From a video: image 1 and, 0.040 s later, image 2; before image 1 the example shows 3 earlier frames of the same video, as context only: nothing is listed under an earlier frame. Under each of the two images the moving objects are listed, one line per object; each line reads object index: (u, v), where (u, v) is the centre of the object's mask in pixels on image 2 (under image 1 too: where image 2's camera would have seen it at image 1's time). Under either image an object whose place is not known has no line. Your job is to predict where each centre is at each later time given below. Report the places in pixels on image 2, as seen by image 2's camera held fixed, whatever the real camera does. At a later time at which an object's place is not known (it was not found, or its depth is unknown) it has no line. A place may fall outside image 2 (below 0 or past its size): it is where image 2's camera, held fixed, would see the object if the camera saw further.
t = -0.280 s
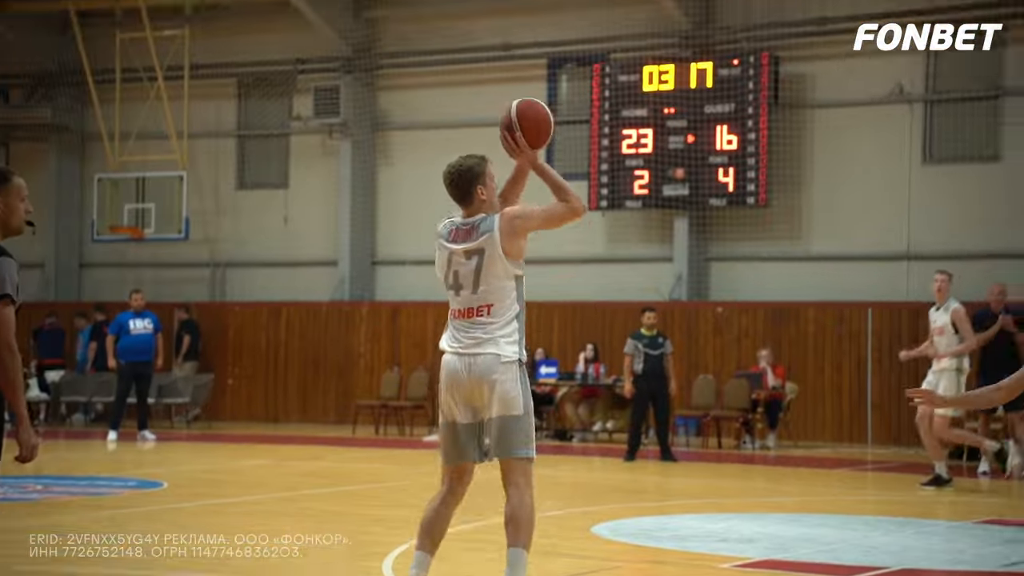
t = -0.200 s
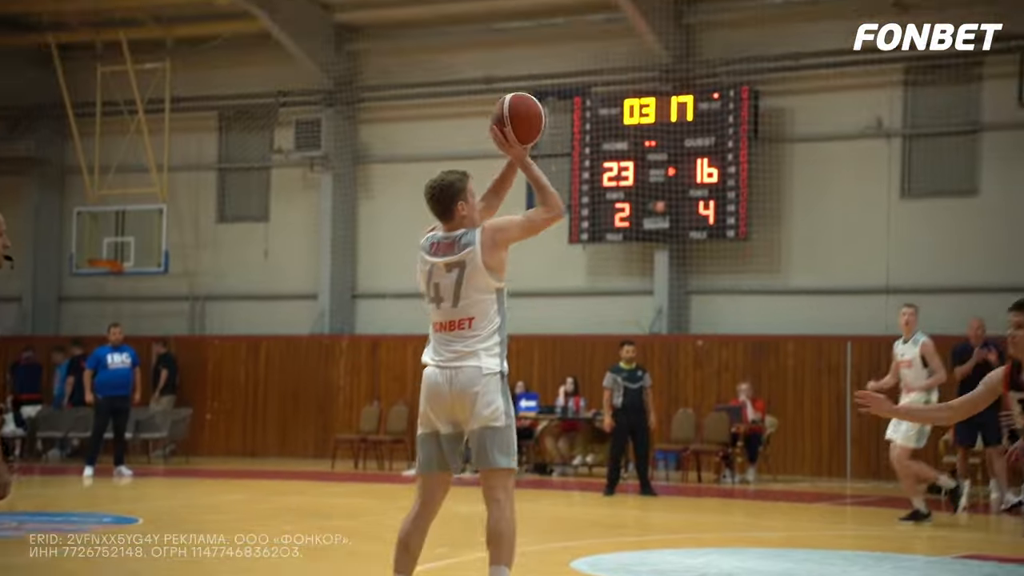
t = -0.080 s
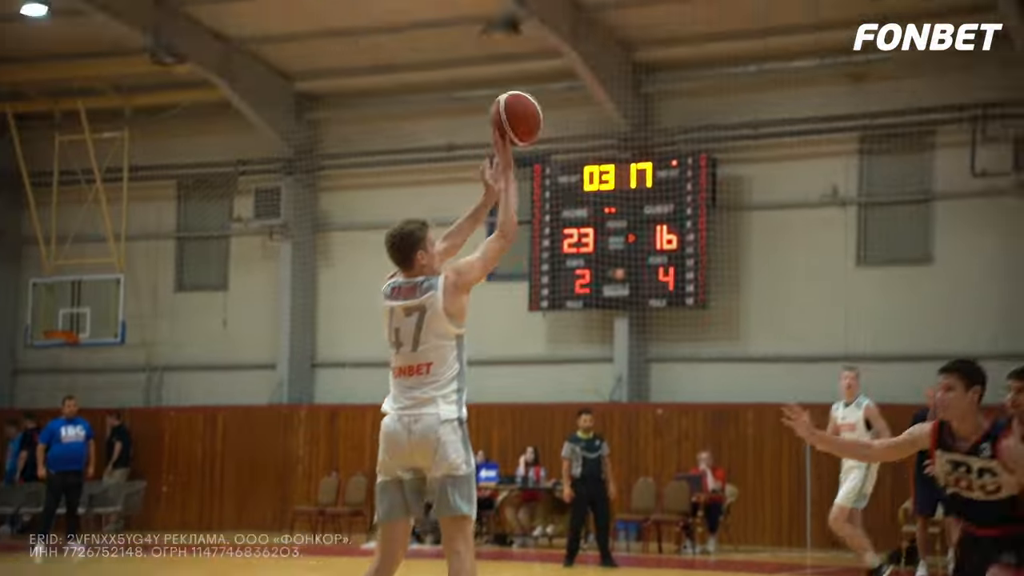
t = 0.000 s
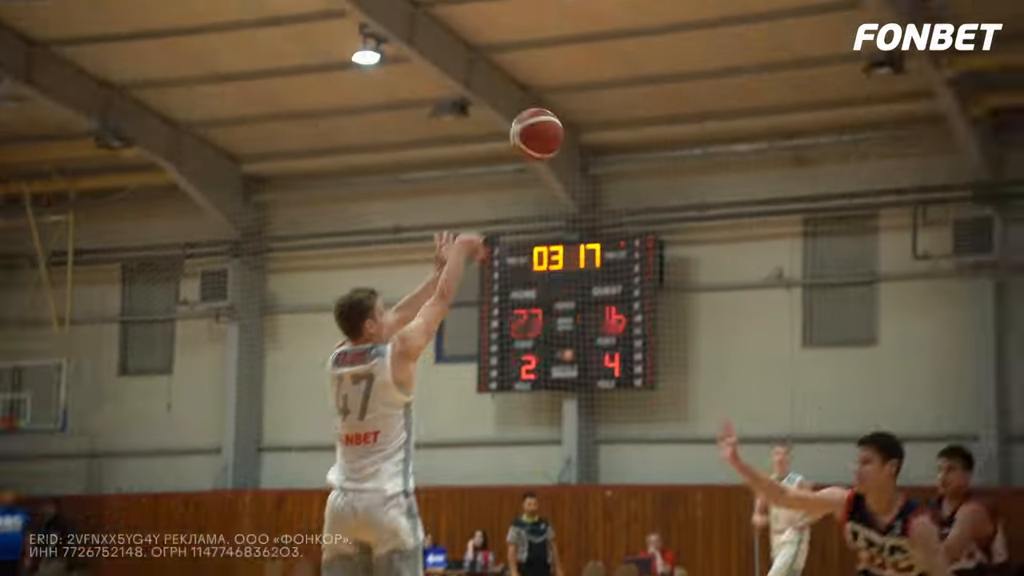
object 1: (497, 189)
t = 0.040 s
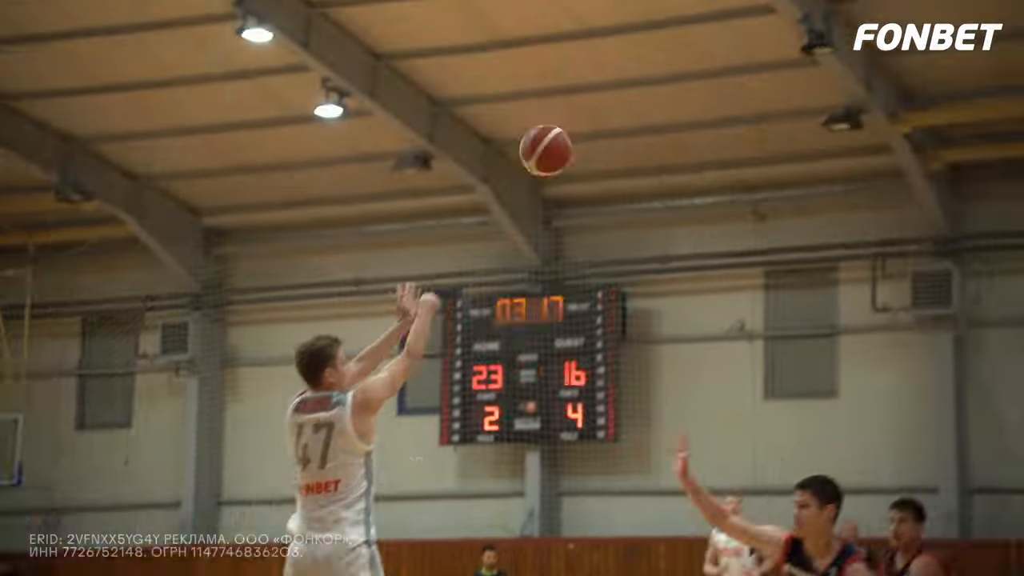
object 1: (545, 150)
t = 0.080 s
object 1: (592, 116)
